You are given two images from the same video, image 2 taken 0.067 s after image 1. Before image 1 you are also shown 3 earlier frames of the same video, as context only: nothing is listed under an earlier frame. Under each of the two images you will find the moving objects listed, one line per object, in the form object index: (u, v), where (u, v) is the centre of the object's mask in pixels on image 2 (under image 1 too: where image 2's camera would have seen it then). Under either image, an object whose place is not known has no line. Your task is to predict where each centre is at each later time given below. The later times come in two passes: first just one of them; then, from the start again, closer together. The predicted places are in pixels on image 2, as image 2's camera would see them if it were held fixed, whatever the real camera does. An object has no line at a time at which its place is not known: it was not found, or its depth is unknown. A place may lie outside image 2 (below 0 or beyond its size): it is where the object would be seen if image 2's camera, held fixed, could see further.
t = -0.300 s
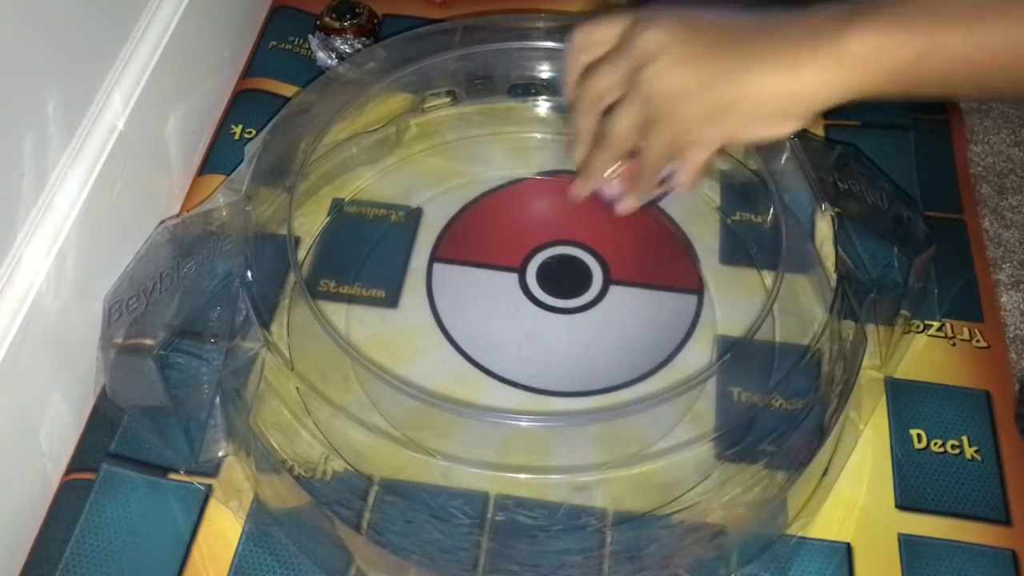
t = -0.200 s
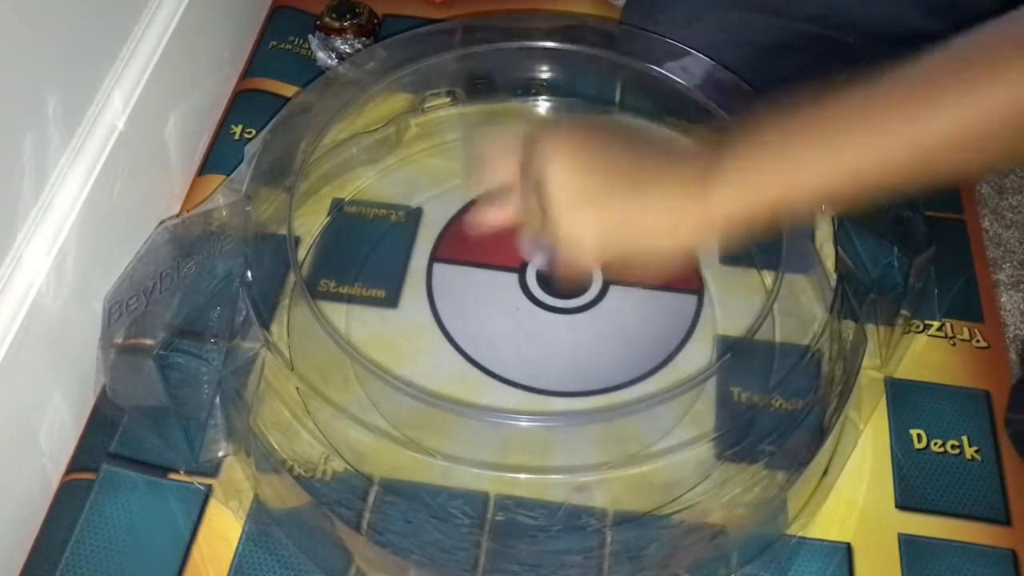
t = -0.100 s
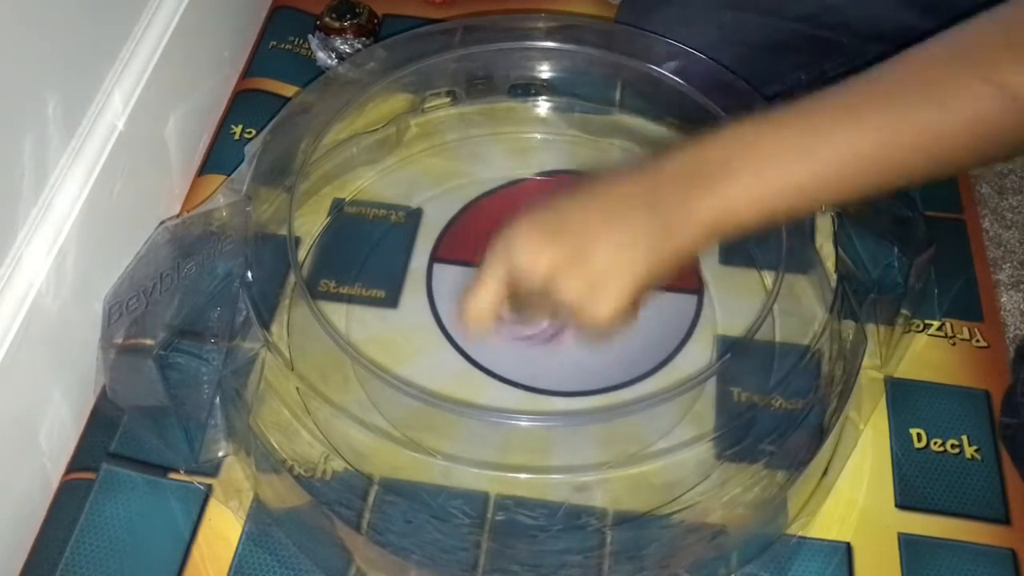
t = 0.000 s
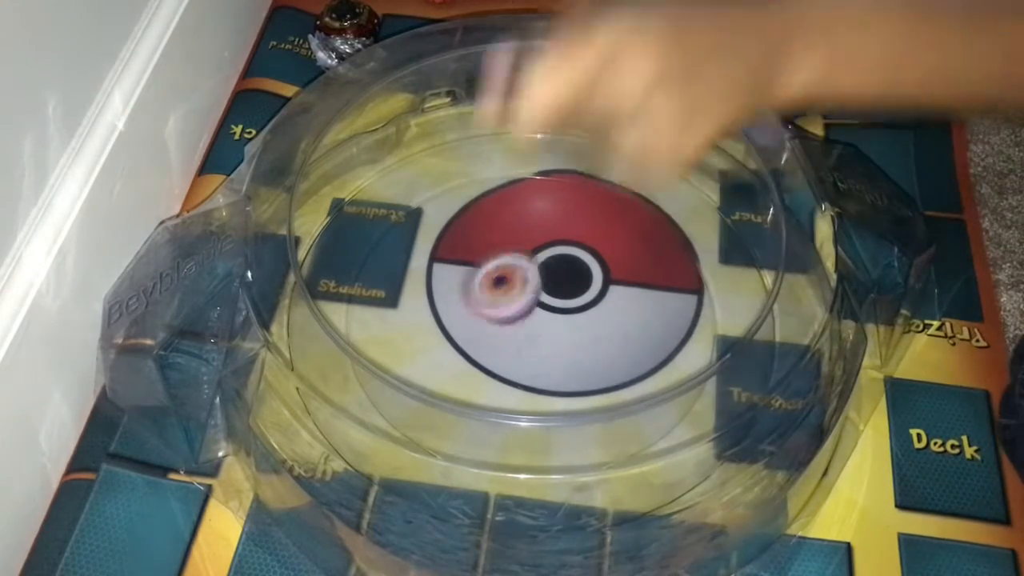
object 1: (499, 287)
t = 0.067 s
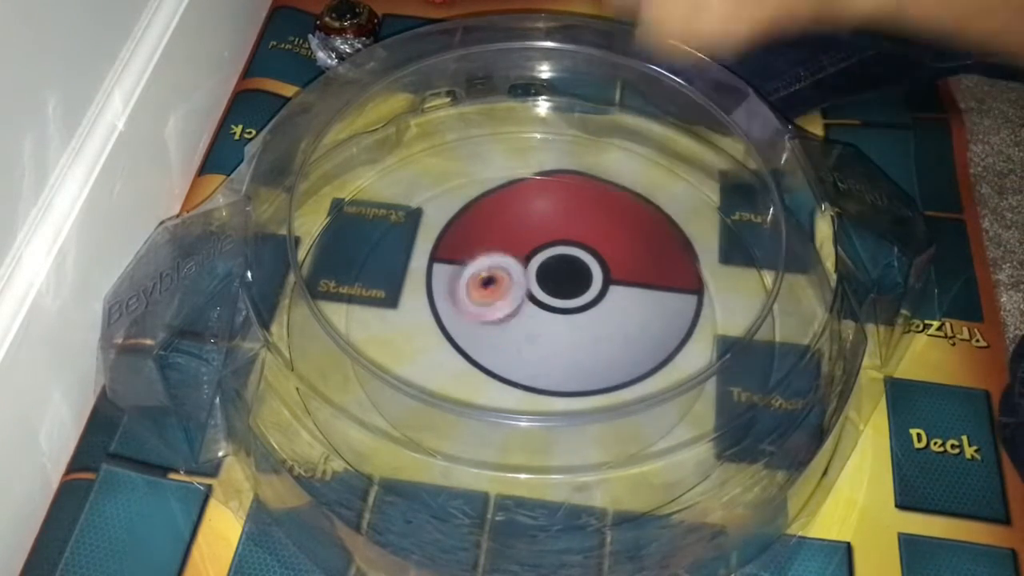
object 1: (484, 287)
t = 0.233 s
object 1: (480, 286)
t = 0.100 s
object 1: (482, 286)
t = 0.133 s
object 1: (480, 291)
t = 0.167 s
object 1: (478, 289)
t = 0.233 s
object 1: (480, 286)
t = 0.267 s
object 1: (483, 284)
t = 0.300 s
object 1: (485, 281)
